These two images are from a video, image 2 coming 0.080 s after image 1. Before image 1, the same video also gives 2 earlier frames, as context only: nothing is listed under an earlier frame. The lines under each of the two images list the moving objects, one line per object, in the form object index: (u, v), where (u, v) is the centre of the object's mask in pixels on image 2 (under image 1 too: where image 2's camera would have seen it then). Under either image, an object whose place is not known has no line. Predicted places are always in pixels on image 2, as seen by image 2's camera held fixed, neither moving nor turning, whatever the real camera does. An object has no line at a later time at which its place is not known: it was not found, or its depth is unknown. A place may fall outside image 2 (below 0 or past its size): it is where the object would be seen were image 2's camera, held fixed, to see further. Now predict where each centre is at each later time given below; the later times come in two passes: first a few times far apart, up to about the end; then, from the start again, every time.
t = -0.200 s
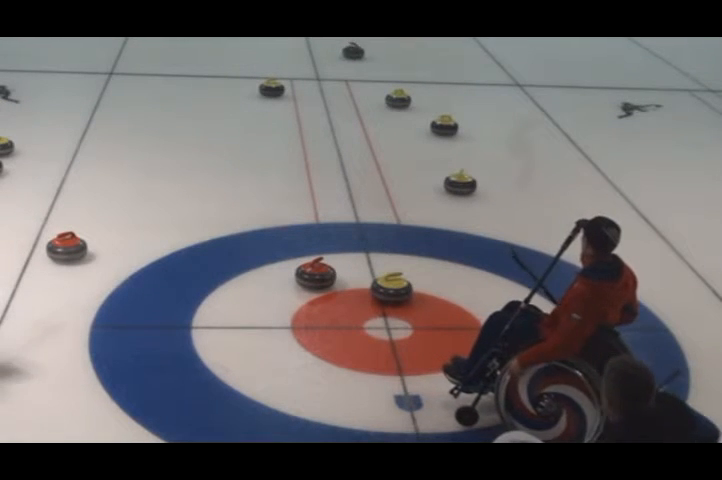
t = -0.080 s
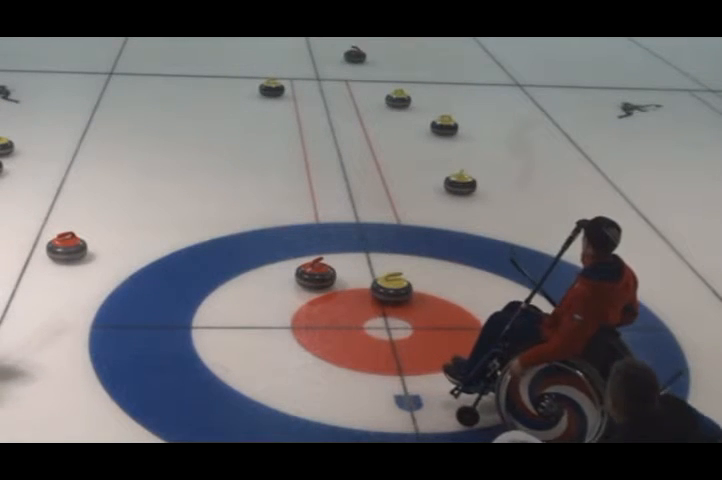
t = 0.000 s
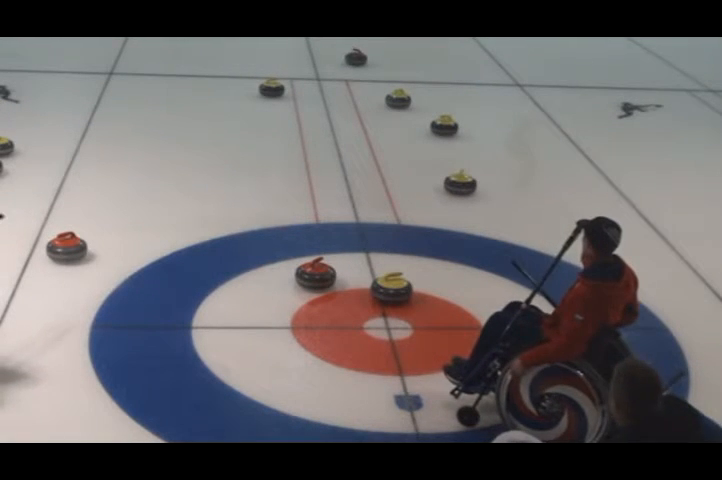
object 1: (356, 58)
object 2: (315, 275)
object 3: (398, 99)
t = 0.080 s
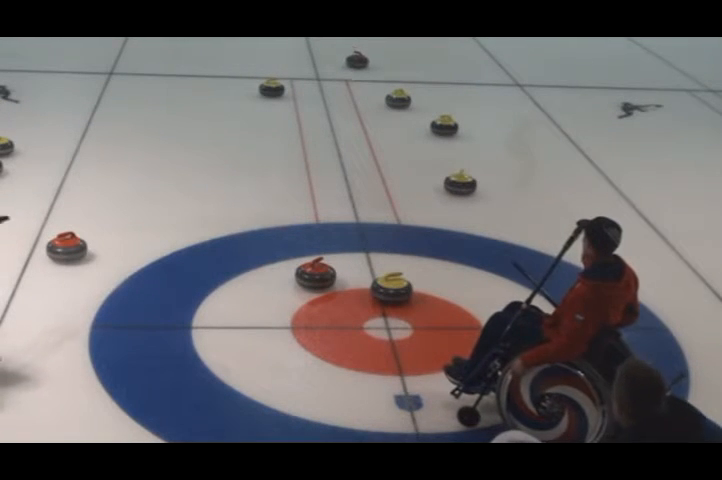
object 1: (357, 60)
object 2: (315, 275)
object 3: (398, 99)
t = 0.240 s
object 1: (359, 66)
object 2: (315, 275)
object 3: (398, 99)
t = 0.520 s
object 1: (363, 76)
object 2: (315, 275)
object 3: (398, 99)
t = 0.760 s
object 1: (367, 84)
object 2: (315, 275)
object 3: (398, 99)
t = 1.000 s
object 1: (371, 93)
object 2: (315, 275)
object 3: (398, 99)
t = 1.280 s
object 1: (369, 103)
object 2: (315, 275)
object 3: (404, 100)
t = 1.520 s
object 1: (364, 111)
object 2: (315, 275)
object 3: (410, 101)
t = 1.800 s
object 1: (358, 121)
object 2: (315, 275)
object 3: (415, 101)
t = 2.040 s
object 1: (352, 131)
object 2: (314, 275)
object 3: (417, 102)
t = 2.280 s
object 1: (347, 140)
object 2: (314, 275)
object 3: (417, 102)
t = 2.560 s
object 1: (340, 151)
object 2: (314, 275)
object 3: (417, 102)
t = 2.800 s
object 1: (335, 161)
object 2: (315, 275)
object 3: (417, 102)
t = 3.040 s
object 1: (329, 172)
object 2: (315, 275)
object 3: (417, 102)
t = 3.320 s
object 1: (322, 185)
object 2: (315, 275)
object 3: (417, 102)
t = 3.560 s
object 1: (316, 197)
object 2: (315, 275)
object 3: (417, 102)
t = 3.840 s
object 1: (309, 210)
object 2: (315, 275)
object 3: (417, 102)
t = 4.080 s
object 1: (302, 222)
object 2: (315, 274)
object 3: (417, 102)
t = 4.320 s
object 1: (297, 235)
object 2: (315, 274)
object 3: (417, 102)
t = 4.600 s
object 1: (288, 248)
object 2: (314, 274)
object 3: (417, 102)
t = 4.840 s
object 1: (281, 262)
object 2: (315, 275)
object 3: (417, 102)
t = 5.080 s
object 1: (267, 270)
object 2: (323, 280)
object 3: (417, 102)
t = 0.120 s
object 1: (357, 62)
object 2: (315, 275)
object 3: (398, 99)
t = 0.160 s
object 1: (358, 63)
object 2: (315, 275)
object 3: (398, 99)
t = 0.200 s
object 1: (358, 64)
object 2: (315, 275)
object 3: (398, 99)
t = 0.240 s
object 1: (359, 66)
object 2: (315, 275)
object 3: (398, 99)
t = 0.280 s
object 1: (359, 67)
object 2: (315, 275)
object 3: (398, 99)
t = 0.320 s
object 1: (360, 69)
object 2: (315, 275)
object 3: (398, 99)
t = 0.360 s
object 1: (361, 70)
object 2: (315, 275)
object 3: (398, 99)
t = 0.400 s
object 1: (362, 72)
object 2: (315, 275)
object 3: (398, 99)
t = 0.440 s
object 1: (362, 73)
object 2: (315, 275)
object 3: (398, 99)
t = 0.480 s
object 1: (363, 74)
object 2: (315, 275)
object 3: (398, 99)
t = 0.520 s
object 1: (363, 76)
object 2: (315, 275)
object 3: (398, 99)
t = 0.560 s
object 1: (364, 77)
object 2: (315, 275)
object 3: (398, 99)
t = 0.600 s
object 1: (365, 78)
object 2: (315, 275)
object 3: (398, 99)
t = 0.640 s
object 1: (365, 80)
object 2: (315, 275)
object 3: (398, 99)
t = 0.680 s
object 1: (366, 81)
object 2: (315, 275)
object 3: (398, 99)
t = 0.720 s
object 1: (366, 83)
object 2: (315, 275)
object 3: (398, 99)
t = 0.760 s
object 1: (367, 84)
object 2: (315, 275)
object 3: (398, 99)
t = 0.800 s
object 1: (367, 85)
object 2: (315, 275)
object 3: (398, 99)
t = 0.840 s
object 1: (368, 87)
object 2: (315, 275)
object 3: (398, 99)
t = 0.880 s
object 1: (369, 88)
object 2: (315, 275)
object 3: (398, 99)
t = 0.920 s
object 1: (369, 90)
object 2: (315, 275)
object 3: (398, 99)
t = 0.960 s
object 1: (370, 92)
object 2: (315, 275)
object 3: (398, 99)
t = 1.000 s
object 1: (371, 93)
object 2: (315, 275)
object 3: (398, 99)
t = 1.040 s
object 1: (371, 95)
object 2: (315, 275)
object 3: (398, 99)
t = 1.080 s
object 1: (372, 96)
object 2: (315, 275)
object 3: (398, 99)
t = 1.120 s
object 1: (372, 98)
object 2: (315, 275)
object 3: (399, 99)
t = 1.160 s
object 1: (371, 99)
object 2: (315, 275)
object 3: (401, 100)
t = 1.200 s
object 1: (370, 100)
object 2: (315, 275)
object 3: (402, 100)
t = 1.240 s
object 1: (369, 102)
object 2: (315, 275)
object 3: (403, 100)
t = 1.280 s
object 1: (369, 103)
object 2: (315, 275)
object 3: (404, 100)
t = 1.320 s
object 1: (368, 105)
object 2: (315, 275)
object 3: (405, 100)
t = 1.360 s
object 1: (367, 106)
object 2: (315, 275)
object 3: (406, 100)
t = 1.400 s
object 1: (366, 107)
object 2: (315, 275)
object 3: (408, 100)
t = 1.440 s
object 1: (365, 108)
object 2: (315, 275)
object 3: (408, 100)
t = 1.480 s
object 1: (364, 110)
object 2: (315, 275)
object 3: (409, 101)
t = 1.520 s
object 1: (364, 111)
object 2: (315, 275)
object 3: (410, 101)
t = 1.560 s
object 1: (363, 113)
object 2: (315, 275)
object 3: (411, 101)
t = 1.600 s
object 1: (362, 114)
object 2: (315, 275)
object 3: (412, 101)
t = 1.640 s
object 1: (361, 115)
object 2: (315, 275)
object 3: (412, 101)
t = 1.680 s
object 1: (360, 117)
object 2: (315, 275)
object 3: (413, 101)
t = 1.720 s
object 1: (359, 119)
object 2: (315, 275)
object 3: (414, 101)
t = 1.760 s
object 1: (359, 119)
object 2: (315, 275)
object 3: (414, 101)
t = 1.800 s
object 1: (358, 121)
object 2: (315, 275)
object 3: (415, 101)
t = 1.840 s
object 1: (357, 123)
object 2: (315, 275)
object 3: (415, 102)
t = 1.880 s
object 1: (356, 124)
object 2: (315, 275)
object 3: (416, 102)
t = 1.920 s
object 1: (355, 126)
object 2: (315, 275)
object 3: (416, 102)
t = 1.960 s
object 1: (354, 128)
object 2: (315, 275)
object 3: (416, 102)
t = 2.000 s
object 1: (354, 128)
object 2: (314, 275)
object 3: (416, 102)
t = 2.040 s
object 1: (352, 131)
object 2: (314, 275)
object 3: (417, 102)
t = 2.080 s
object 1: (351, 132)
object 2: (314, 275)
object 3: (417, 102)
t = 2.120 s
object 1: (351, 134)
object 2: (314, 275)
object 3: (417, 102)
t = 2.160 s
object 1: (350, 135)
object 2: (314, 275)
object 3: (417, 102)
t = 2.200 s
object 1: (349, 136)
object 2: (314, 275)
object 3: (417, 102)
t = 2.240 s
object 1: (348, 138)
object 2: (314, 275)
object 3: (417, 102)
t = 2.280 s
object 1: (347, 140)
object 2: (314, 275)
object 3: (417, 102)
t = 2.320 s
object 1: (346, 142)
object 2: (314, 275)
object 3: (417, 102)
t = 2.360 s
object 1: (345, 143)
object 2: (314, 275)
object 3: (417, 102)
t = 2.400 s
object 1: (344, 144)
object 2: (314, 275)
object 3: (417, 102)
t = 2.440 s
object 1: (343, 146)
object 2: (314, 275)
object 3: (417, 102)
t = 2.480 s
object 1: (342, 148)
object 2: (314, 275)
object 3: (417, 102)
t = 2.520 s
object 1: (341, 150)
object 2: (314, 275)
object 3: (417, 102)
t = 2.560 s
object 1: (340, 151)
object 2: (314, 275)
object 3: (417, 102)
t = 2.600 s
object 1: (340, 153)
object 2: (314, 275)
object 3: (417, 102)
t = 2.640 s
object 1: (339, 155)
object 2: (314, 275)
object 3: (417, 102)
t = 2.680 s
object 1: (338, 156)
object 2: (314, 275)
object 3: (417, 102)
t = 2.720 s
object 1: (337, 158)
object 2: (315, 275)
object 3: (417, 102)
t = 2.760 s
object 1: (336, 160)
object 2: (314, 275)
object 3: (417, 102)
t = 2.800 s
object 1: (335, 161)
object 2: (315, 275)
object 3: (417, 102)
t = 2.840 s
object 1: (334, 163)
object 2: (315, 275)
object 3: (417, 102)
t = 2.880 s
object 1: (333, 165)
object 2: (315, 275)
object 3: (417, 102)
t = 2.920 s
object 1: (332, 166)
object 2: (315, 275)
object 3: (417, 102)
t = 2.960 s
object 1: (331, 168)
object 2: (315, 275)
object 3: (417, 102)
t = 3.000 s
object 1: (330, 170)
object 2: (315, 275)
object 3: (417, 102)
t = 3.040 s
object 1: (329, 172)
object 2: (315, 275)
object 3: (417, 102)
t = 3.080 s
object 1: (328, 173)
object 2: (315, 275)
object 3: (417, 102)
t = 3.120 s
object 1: (327, 176)
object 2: (315, 275)
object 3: (417, 102)
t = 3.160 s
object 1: (326, 178)
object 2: (315, 275)
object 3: (417, 102)
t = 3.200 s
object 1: (325, 179)
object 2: (315, 275)
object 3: (417, 102)
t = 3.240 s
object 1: (324, 181)
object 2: (315, 275)
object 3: (417, 102)
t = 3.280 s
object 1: (323, 183)
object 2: (315, 275)
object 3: (417, 102)
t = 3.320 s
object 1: (322, 185)
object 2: (315, 275)
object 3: (417, 102)
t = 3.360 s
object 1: (321, 187)
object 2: (315, 275)
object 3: (417, 102)
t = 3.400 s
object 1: (320, 189)
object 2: (315, 275)
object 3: (417, 102)
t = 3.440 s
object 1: (319, 191)
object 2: (315, 275)
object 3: (417, 102)
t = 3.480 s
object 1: (318, 192)
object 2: (315, 275)
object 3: (417, 102)
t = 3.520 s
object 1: (317, 194)
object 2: (315, 275)
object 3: (417, 102)
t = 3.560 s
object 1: (316, 197)
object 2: (315, 275)
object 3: (417, 102)
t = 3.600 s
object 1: (315, 198)
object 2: (315, 275)
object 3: (417, 102)
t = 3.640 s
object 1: (314, 200)
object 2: (315, 275)
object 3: (417, 102)
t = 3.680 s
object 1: (313, 202)
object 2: (315, 275)
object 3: (417, 102)
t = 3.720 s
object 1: (312, 205)
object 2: (315, 275)
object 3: (417, 102)
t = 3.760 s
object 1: (311, 206)
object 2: (315, 275)
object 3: (417, 102)
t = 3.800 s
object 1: (310, 209)
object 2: (315, 275)
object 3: (417, 102)
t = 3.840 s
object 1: (309, 210)
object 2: (315, 275)
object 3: (417, 102)
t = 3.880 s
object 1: (308, 212)
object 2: (315, 275)
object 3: (417, 102)
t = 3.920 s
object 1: (306, 214)
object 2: (315, 275)
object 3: (417, 102)
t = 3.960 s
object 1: (305, 216)
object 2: (315, 274)
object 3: (417, 102)
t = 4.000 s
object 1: (304, 218)
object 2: (315, 275)
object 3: (417, 102)
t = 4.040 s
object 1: (303, 221)
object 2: (315, 274)
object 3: (417, 102)
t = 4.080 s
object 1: (302, 222)
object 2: (315, 274)
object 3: (417, 102)
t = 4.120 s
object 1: (301, 224)
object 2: (315, 274)
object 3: (417, 102)
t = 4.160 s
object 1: (300, 226)
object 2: (315, 274)
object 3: (417, 102)
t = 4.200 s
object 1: (300, 228)
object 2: (315, 274)
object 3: (417, 102)
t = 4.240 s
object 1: (299, 231)
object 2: (315, 274)
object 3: (417, 102)
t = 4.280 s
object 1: (298, 232)
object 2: (315, 274)
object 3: (417, 102)
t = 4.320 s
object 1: (297, 235)
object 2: (315, 274)
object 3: (417, 102)
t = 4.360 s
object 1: (295, 237)
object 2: (315, 275)
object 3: (417, 102)
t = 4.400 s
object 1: (295, 239)
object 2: (315, 275)
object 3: (417, 102)
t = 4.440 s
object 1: (293, 241)
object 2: (315, 275)
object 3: (417, 102)
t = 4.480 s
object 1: (292, 242)
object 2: (315, 275)
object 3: (417, 102)
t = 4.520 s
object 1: (291, 244)
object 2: (314, 275)
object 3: (417, 102)
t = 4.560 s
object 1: (290, 246)
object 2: (314, 274)
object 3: (417, 102)
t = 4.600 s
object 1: (288, 248)
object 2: (314, 274)
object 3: (417, 102)
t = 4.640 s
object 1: (287, 250)
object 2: (315, 275)
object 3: (417, 102)
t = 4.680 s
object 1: (287, 251)
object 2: (315, 275)
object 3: (417, 102)
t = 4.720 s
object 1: (285, 254)
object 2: (315, 275)
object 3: (417, 102)
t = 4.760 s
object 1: (284, 255)
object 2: (315, 275)
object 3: (417, 102)
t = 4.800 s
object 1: (282, 260)
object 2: (315, 275)
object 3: (417, 102)
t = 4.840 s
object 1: (281, 262)
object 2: (315, 275)
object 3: (417, 102)
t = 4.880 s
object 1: (279, 264)
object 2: (316, 276)
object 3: (417, 102)
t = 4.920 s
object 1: (277, 265)
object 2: (317, 276)
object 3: (417, 102)
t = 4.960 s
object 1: (275, 267)
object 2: (319, 277)
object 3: (417, 102)
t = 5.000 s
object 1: (272, 269)
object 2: (320, 278)
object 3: (417, 102)
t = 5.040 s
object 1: (270, 269)
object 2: (322, 279)
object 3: (417, 102)
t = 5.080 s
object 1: (267, 270)
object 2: (323, 280)
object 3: (417, 102)
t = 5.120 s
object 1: (265, 272)
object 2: (324, 281)
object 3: (417, 102)
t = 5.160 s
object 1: (262, 273)
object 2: (325, 282)
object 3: (417, 102)
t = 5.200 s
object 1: (260, 274)
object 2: (326, 283)
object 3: (417, 102)
